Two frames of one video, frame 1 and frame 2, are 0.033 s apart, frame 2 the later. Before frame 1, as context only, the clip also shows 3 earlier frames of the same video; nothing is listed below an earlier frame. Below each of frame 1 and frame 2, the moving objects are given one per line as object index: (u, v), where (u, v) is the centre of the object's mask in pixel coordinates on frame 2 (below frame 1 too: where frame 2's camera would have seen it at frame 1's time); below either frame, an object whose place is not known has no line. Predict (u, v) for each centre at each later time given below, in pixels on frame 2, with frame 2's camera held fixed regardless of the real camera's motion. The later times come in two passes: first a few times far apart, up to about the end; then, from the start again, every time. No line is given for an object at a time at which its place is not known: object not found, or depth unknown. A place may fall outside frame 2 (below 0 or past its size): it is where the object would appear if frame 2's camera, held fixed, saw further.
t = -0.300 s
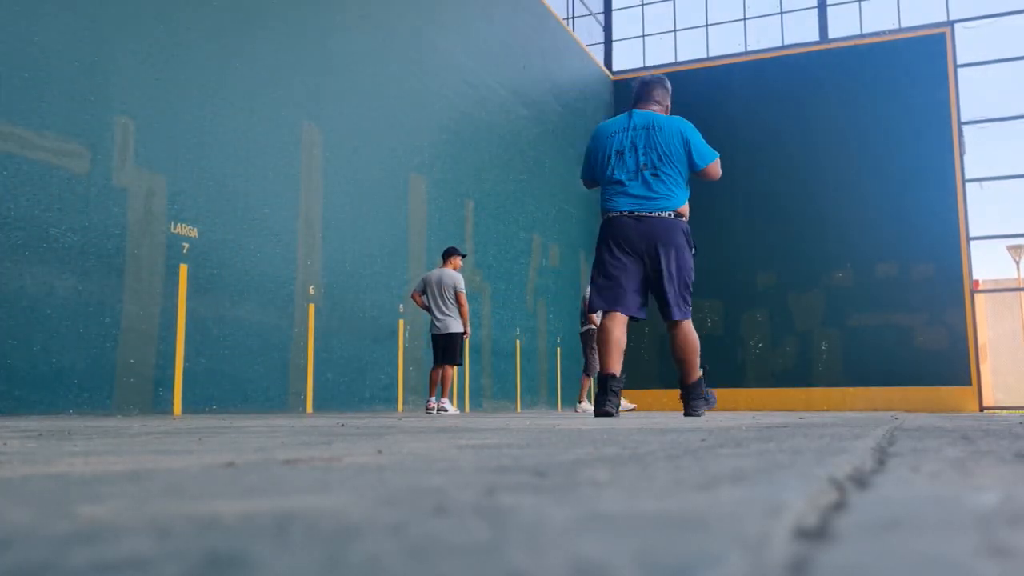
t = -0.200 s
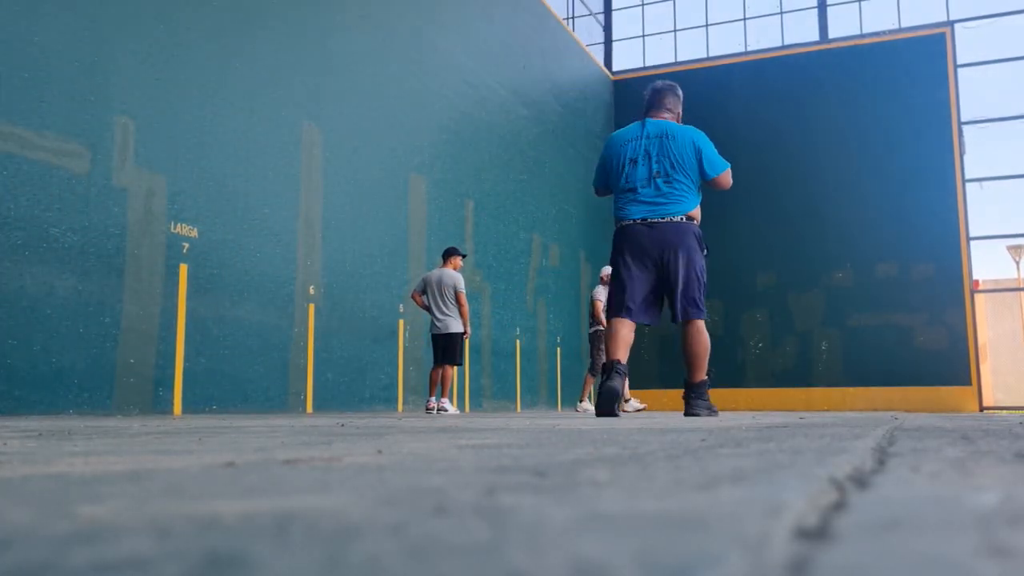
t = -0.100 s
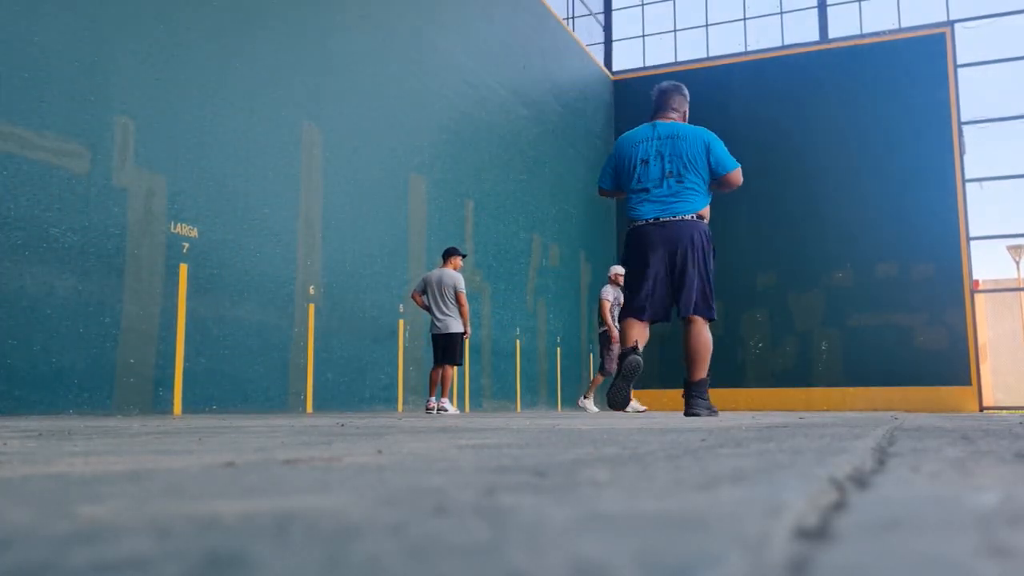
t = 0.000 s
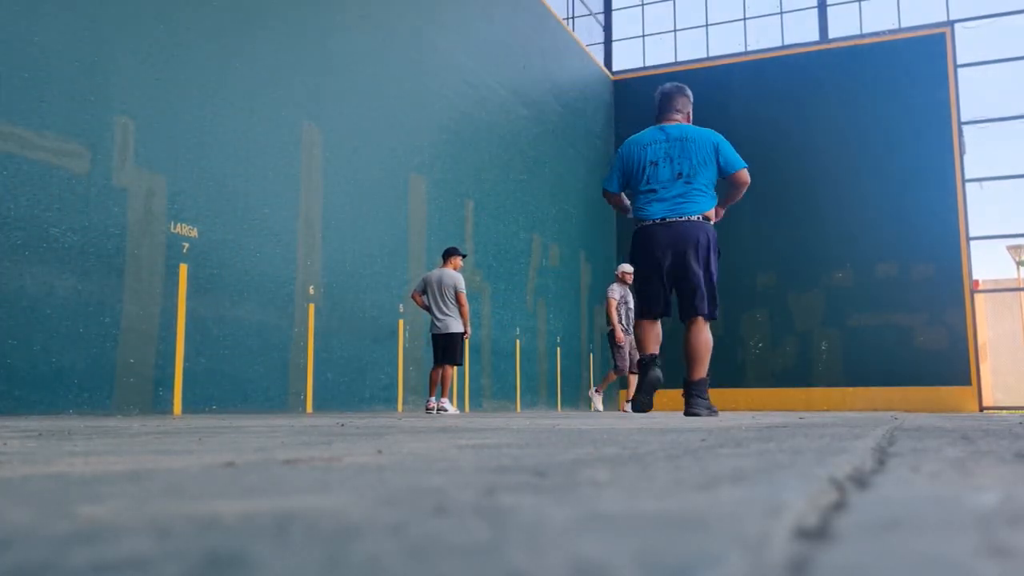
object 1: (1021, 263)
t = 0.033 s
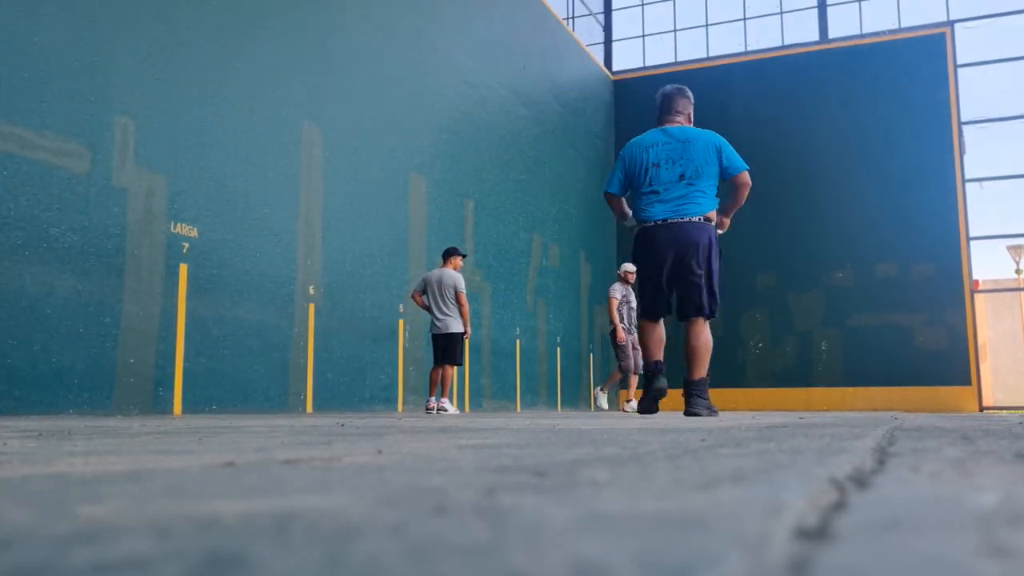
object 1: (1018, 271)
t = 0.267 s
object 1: (994, 363)
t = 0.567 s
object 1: (954, 324)
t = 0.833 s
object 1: (919, 293)
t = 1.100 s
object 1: (889, 345)
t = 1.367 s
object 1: (855, 364)
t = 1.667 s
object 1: (810, 330)
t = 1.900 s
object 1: (779, 380)
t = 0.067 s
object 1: (1014, 280)
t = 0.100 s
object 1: (1011, 291)
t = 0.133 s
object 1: (1007, 303)
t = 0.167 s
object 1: (1004, 316)
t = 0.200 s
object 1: (1000, 330)
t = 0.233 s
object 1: (997, 346)
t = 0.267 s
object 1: (994, 363)
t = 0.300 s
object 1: (991, 381)
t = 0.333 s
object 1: (988, 401)
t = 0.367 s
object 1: (984, 402)
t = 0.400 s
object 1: (978, 386)
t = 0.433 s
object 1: (974, 371)
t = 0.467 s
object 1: (968, 357)
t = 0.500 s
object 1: (964, 345)
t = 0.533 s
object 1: (959, 334)
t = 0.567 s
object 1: (954, 324)
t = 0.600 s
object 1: (949, 316)
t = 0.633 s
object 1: (945, 309)
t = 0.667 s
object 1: (940, 303)
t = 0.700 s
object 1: (936, 298)
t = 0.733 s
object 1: (932, 295)
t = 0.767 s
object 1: (928, 293)
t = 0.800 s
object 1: (923, 293)
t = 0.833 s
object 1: (919, 293)
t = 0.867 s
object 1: (915, 295)
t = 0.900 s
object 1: (911, 298)
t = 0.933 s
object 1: (907, 302)
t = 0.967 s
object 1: (904, 308)
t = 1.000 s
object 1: (900, 315)
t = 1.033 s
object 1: (896, 324)
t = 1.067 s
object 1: (893, 333)
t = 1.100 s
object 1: (889, 345)
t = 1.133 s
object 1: (886, 357)
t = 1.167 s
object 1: (883, 371)
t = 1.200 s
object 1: (880, 386)
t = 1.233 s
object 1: (876, 403)
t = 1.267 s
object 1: (872, 401)
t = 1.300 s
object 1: (866, 387)
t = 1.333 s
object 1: (861, 375)
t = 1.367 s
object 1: (855, 364)
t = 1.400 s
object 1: (850, 355)
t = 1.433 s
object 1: (844, 347)
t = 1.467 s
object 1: (839, 341)
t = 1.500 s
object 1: (834, 336)
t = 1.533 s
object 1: (829, 332)
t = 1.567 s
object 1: (825, 329)
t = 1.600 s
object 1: (820, 328)
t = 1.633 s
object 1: (815, 329)
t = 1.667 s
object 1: (810, 330)
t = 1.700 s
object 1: (806, 333)
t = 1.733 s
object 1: (801, 338)
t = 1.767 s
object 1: (796, 343)
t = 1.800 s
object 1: (792, 350)
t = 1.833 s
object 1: (788, 359)
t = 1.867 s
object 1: (783, 369)
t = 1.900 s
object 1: (779, 380)
